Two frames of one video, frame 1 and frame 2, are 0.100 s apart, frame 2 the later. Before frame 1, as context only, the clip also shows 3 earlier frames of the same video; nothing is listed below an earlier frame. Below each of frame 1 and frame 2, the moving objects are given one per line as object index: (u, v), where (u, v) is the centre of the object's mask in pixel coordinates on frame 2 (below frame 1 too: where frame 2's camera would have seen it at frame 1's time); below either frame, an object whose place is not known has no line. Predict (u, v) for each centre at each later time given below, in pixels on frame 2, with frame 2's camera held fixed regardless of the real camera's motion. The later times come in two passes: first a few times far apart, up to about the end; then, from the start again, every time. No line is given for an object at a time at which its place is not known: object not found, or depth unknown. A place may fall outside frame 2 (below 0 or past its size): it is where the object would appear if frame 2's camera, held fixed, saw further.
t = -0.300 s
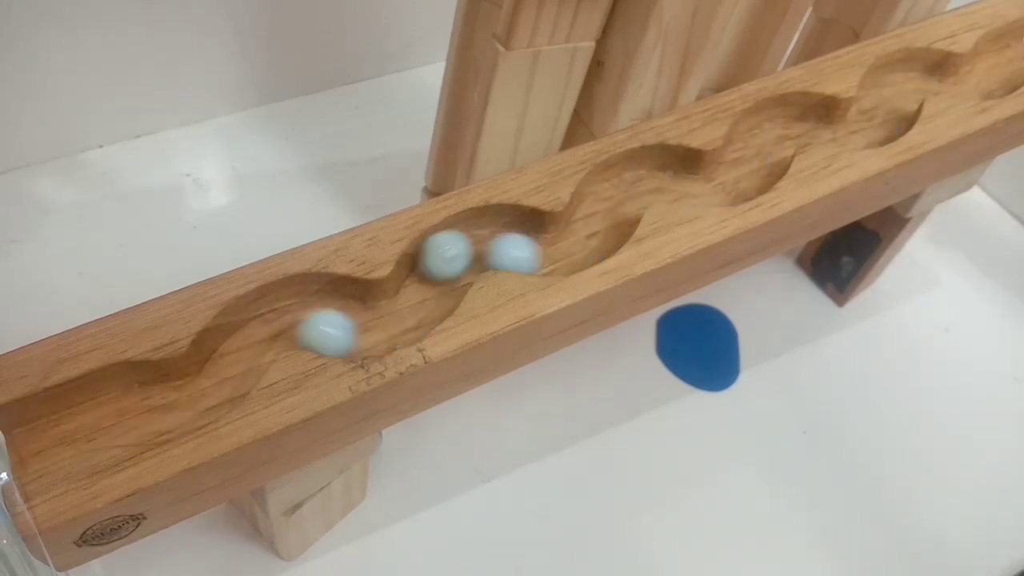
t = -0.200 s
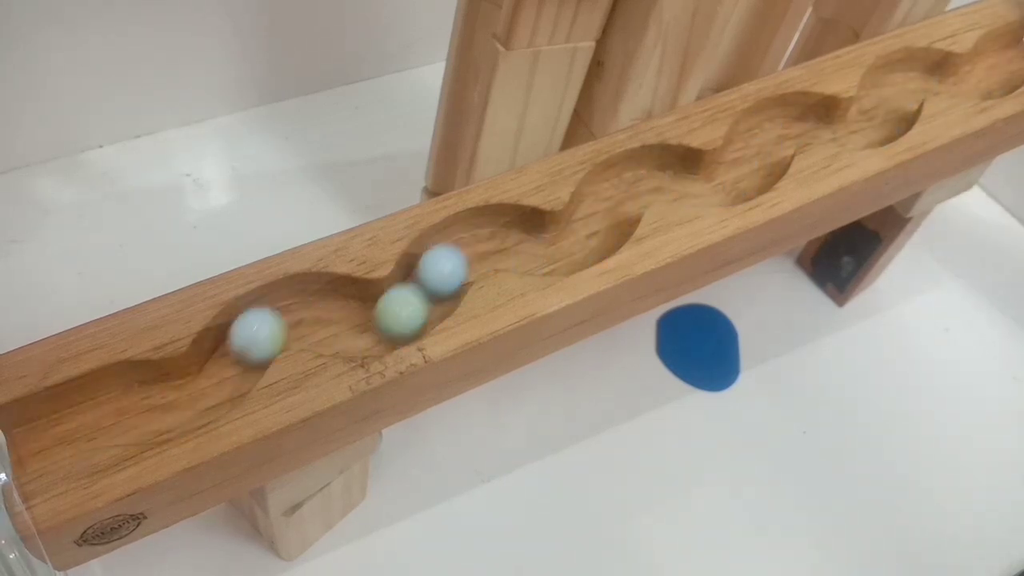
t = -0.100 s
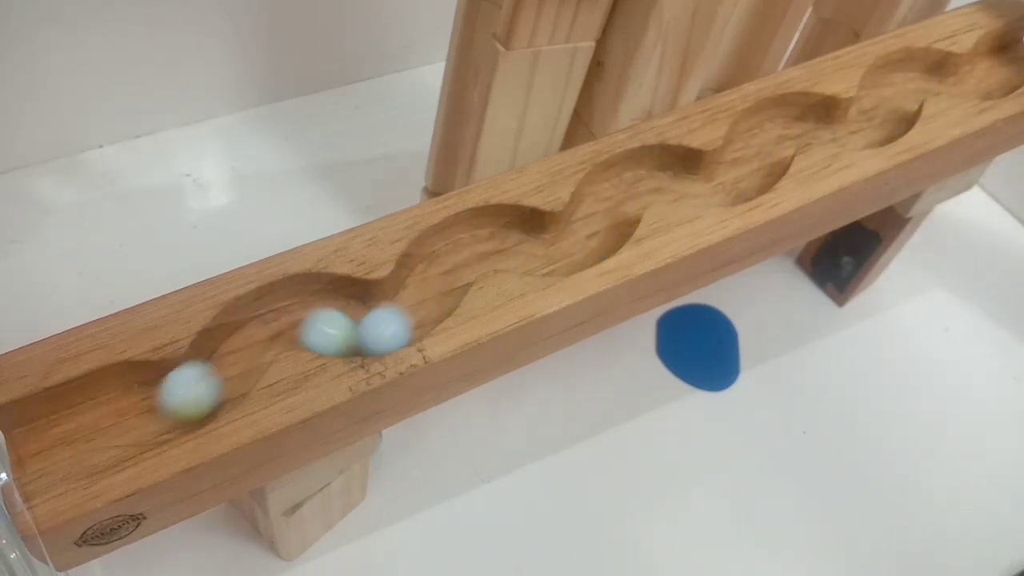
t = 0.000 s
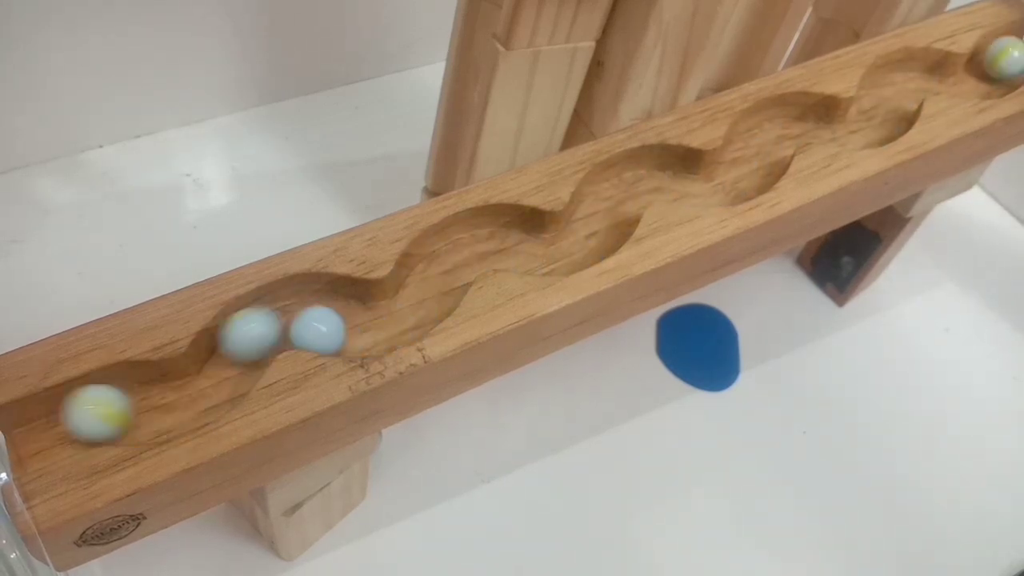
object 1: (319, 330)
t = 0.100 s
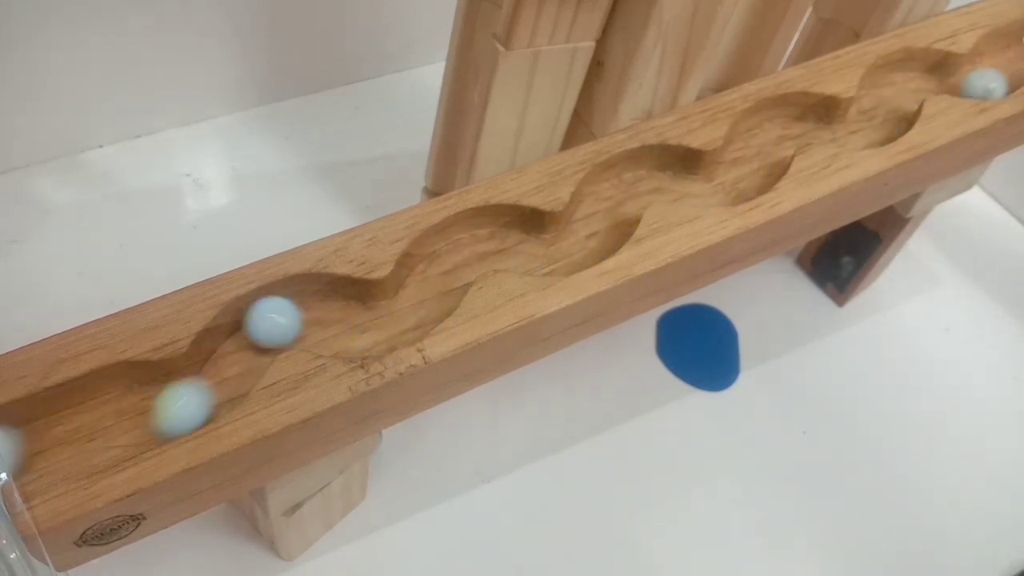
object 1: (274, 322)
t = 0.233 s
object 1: (217, 368)
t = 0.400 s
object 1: (93, 423)
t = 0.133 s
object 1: (259, 327)
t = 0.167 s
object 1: (246, 338)
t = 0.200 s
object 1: (229, 351)
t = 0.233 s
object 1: (217, 368)
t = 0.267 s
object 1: (201, 389)
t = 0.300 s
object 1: (181, 409)
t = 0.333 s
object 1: (156, 416)
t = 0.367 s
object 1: (127, 419)
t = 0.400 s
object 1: (93, 423)
